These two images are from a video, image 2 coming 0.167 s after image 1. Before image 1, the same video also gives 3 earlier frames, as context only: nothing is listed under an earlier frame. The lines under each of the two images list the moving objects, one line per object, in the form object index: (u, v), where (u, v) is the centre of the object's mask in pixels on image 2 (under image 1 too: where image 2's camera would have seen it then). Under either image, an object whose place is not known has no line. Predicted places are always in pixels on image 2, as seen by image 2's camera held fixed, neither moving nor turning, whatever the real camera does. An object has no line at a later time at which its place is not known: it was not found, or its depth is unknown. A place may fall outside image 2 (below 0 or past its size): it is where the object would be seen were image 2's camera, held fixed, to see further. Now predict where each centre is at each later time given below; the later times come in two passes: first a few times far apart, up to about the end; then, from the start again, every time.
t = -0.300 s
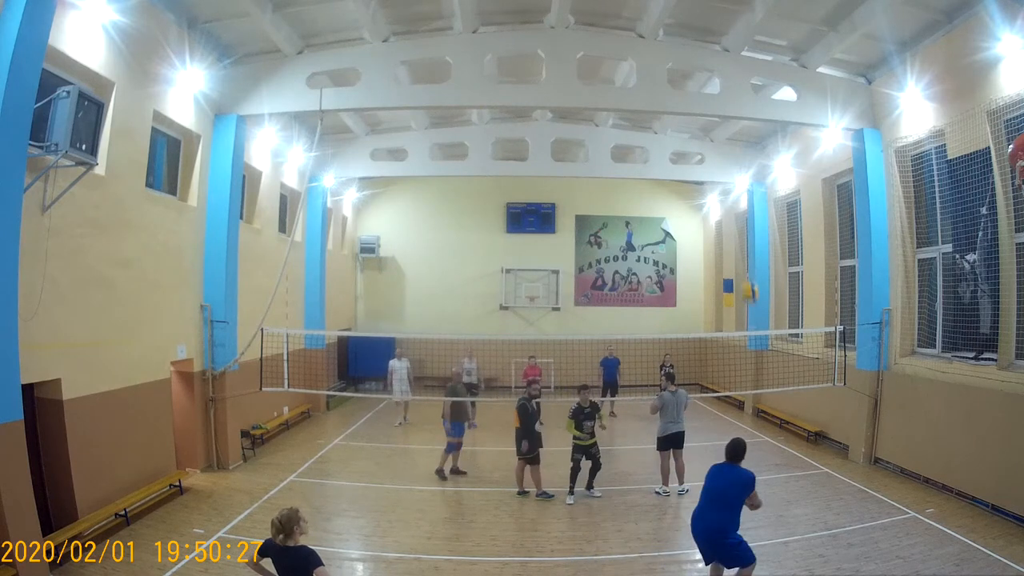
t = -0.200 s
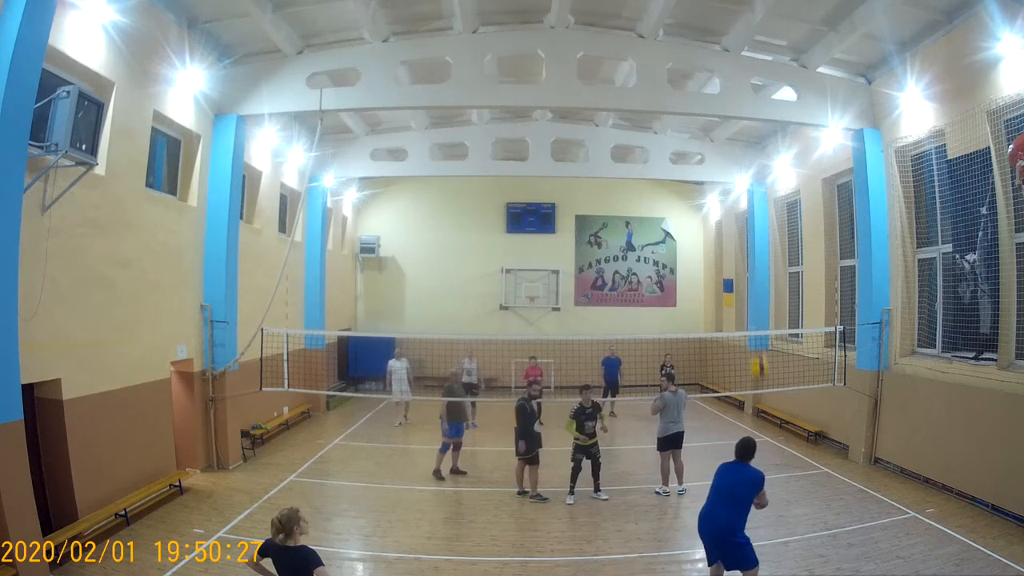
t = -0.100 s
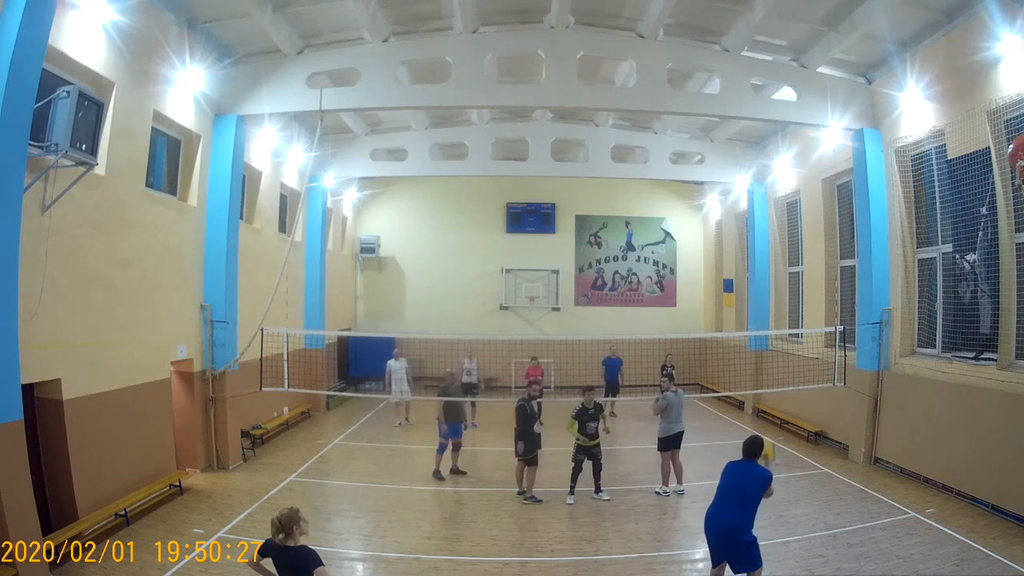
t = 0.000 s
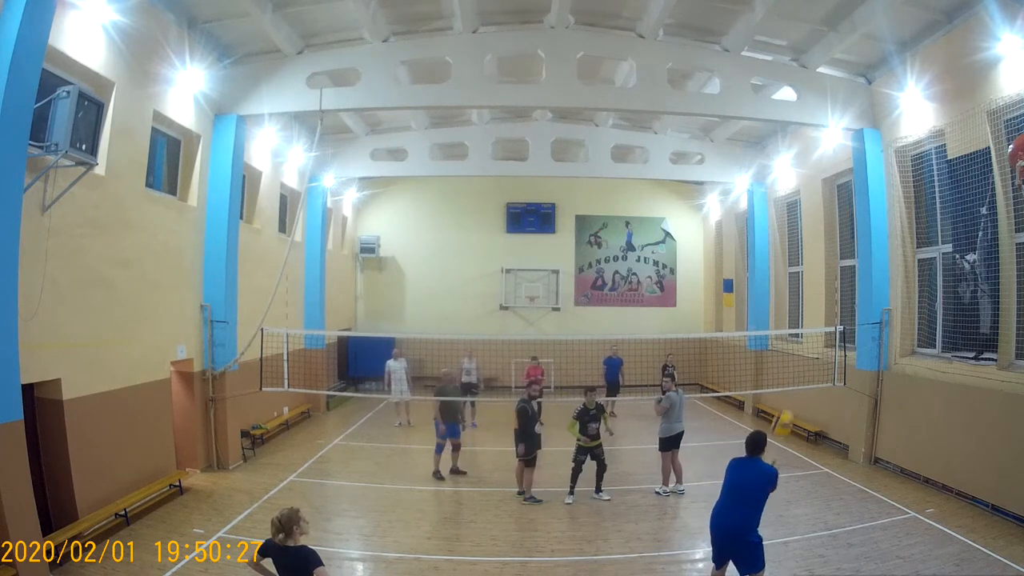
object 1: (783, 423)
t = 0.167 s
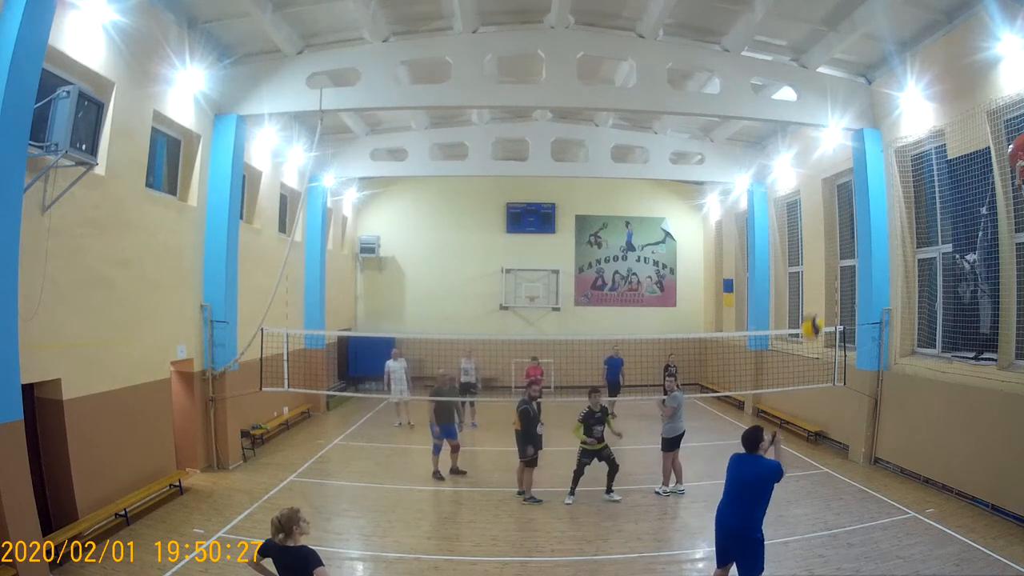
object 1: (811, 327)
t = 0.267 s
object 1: (828, 272)
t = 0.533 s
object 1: (872, 180)
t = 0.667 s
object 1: (897, 164)
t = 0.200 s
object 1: (816, 309)
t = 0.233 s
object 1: (823, 288)
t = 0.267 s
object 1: (828, 272)
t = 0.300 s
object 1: (834, 257)
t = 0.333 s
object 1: (840, 243)
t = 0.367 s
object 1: (844, 230)
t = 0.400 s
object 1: (849, 218)
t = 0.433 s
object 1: (854, 207)
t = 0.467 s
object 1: (860, 197)
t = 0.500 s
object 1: (866, 187)
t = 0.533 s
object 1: (872, 180)
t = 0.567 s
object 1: (878, 174)
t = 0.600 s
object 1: (885, 169)
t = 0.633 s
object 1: (892, 165)
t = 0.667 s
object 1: (897, 164)
